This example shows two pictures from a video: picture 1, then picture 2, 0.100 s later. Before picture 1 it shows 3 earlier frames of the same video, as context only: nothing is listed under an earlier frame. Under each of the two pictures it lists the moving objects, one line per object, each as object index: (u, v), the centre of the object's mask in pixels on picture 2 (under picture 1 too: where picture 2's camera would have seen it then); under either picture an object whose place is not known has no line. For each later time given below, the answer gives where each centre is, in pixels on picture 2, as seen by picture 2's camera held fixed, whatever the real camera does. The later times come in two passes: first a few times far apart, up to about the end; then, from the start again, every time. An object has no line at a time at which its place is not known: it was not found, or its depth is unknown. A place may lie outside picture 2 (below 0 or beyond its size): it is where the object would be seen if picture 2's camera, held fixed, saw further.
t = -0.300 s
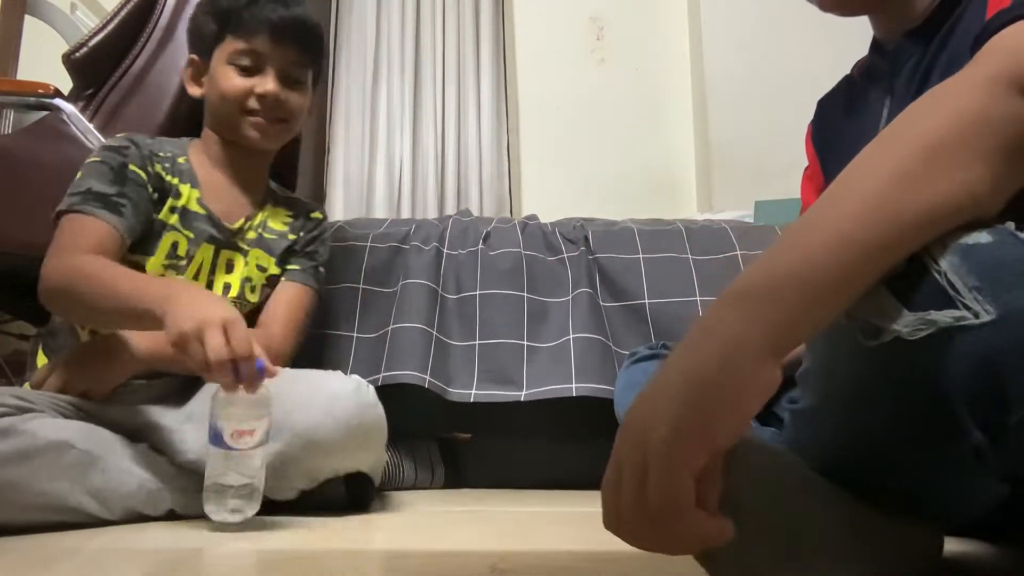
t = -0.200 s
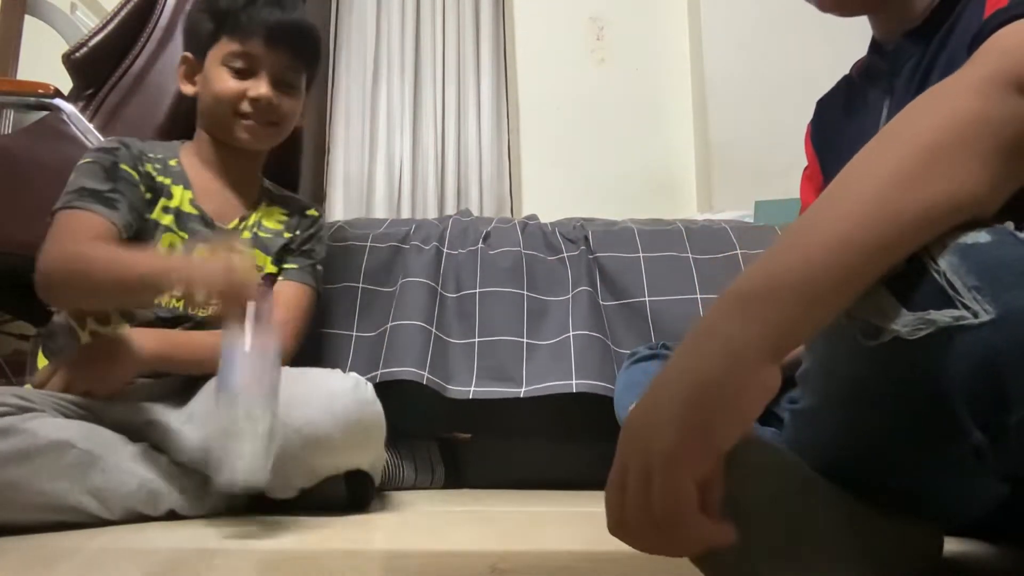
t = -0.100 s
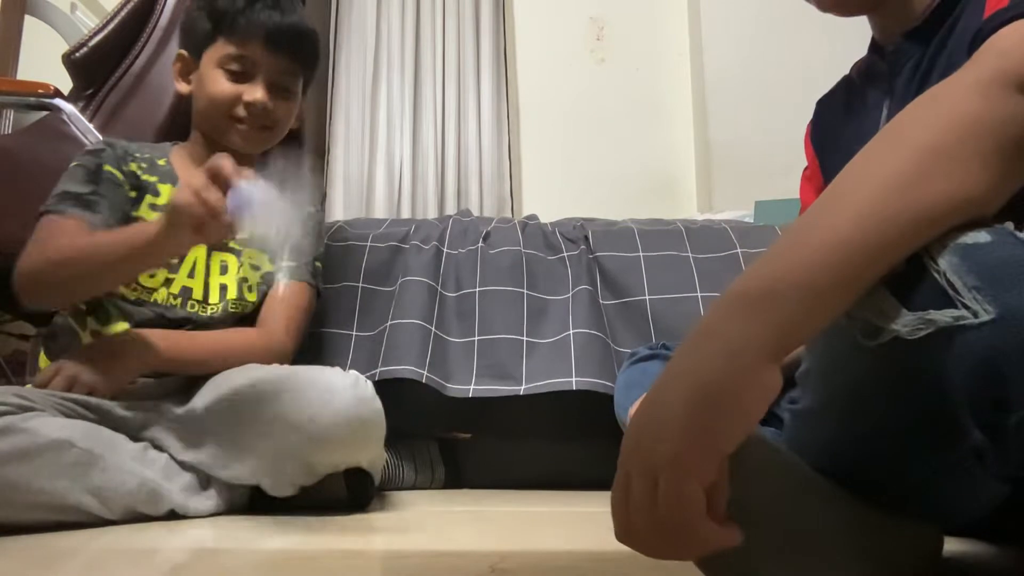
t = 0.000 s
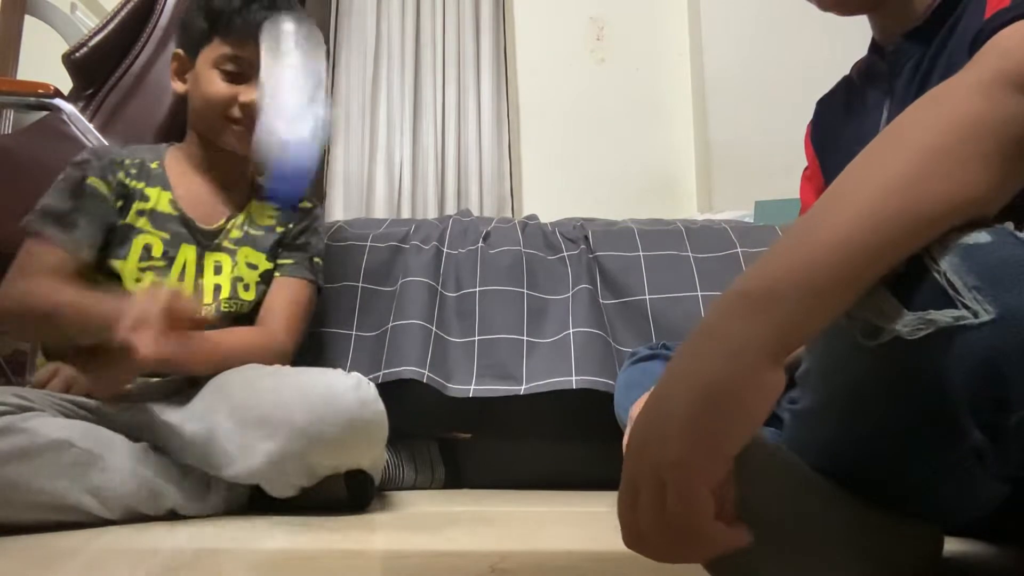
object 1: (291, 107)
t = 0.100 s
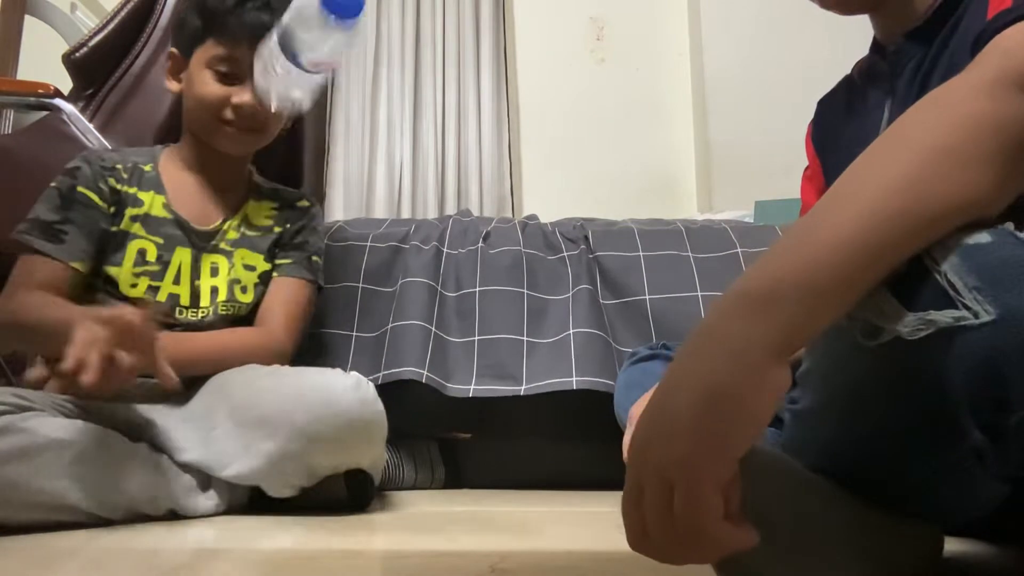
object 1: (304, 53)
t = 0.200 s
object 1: (312, 130)
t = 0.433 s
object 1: (306, 486)
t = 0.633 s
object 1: (304, 529)
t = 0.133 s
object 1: (306, 70)
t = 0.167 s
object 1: (309, 95)
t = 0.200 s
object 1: (312, 130)
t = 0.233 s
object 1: (314, 184)
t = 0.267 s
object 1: (312, 262)
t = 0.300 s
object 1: (311, 383)
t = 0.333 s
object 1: (310, 470)
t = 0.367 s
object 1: (309, 473)
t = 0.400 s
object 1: (308, 478)
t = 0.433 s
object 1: (306, 486)
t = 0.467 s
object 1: (303, 498)
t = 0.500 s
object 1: (299, 516)
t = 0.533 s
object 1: (298, 529)
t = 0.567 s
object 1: (300, 529)
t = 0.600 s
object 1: (302, 529)
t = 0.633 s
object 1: (304, 529)
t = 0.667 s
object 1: (304, 529)
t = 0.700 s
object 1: (306, 529)
